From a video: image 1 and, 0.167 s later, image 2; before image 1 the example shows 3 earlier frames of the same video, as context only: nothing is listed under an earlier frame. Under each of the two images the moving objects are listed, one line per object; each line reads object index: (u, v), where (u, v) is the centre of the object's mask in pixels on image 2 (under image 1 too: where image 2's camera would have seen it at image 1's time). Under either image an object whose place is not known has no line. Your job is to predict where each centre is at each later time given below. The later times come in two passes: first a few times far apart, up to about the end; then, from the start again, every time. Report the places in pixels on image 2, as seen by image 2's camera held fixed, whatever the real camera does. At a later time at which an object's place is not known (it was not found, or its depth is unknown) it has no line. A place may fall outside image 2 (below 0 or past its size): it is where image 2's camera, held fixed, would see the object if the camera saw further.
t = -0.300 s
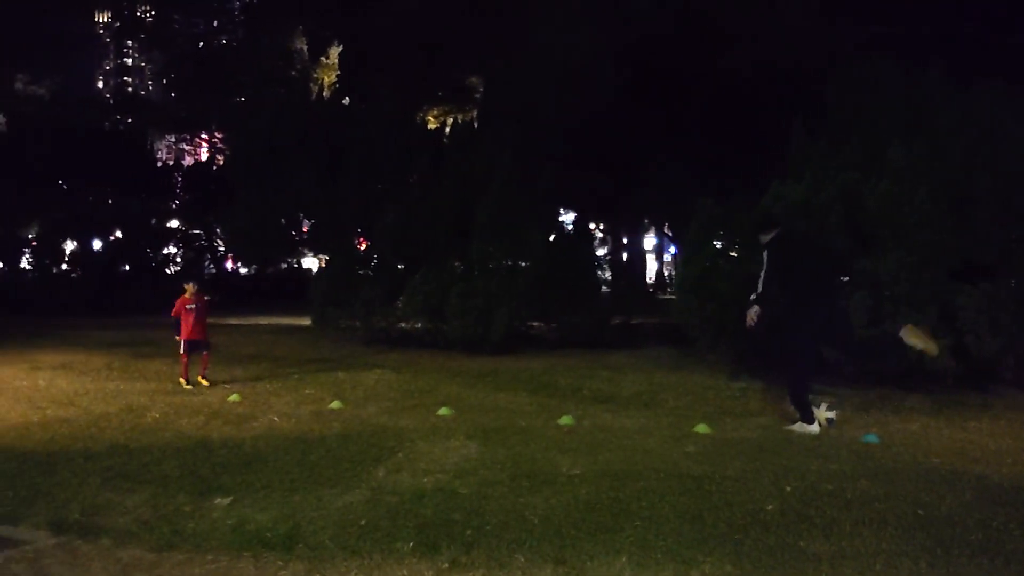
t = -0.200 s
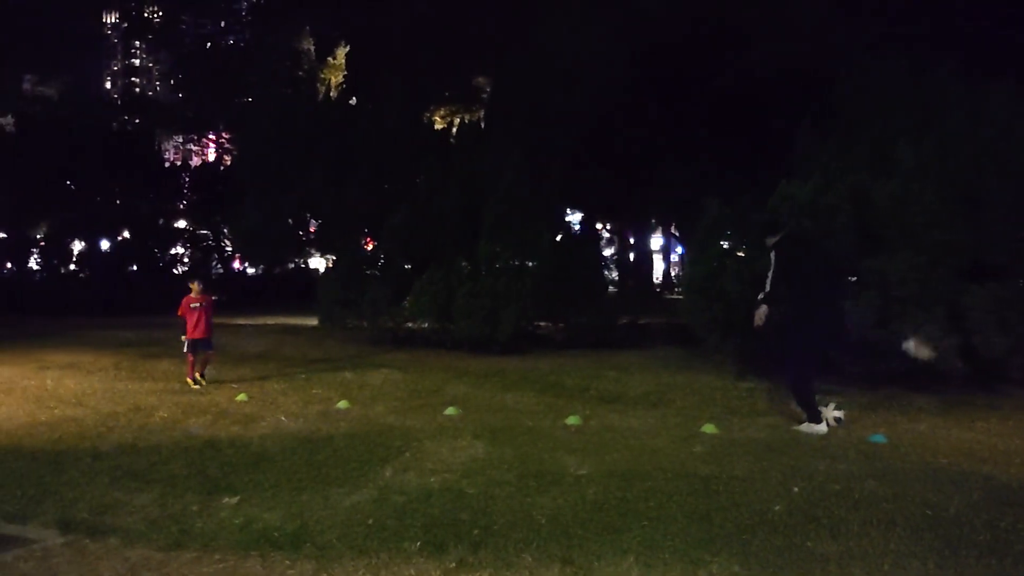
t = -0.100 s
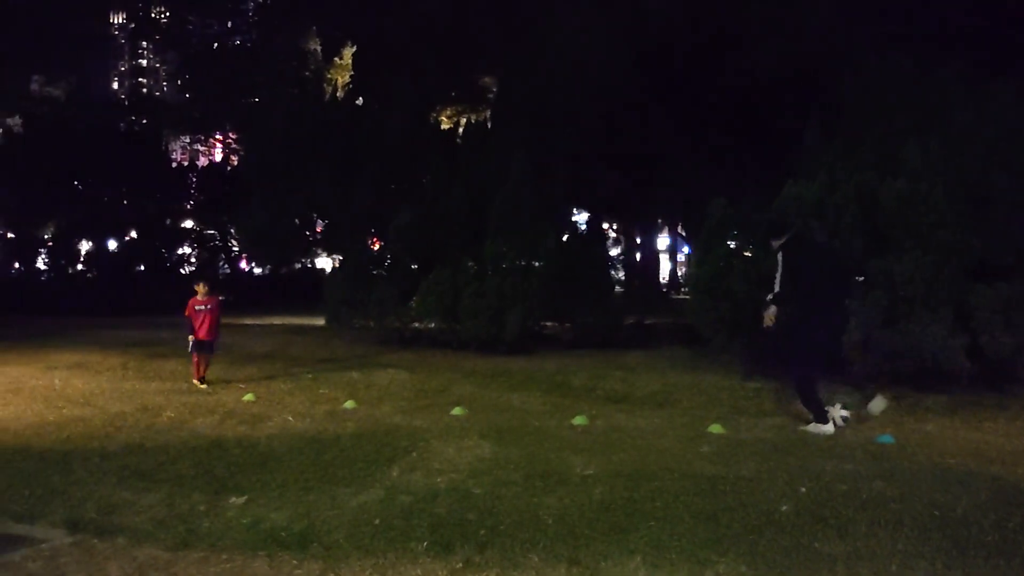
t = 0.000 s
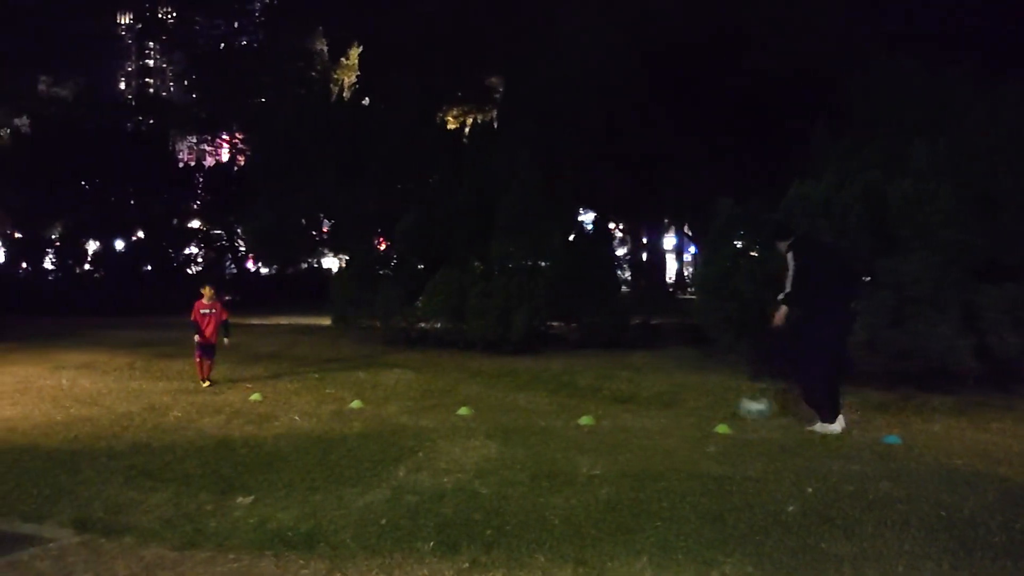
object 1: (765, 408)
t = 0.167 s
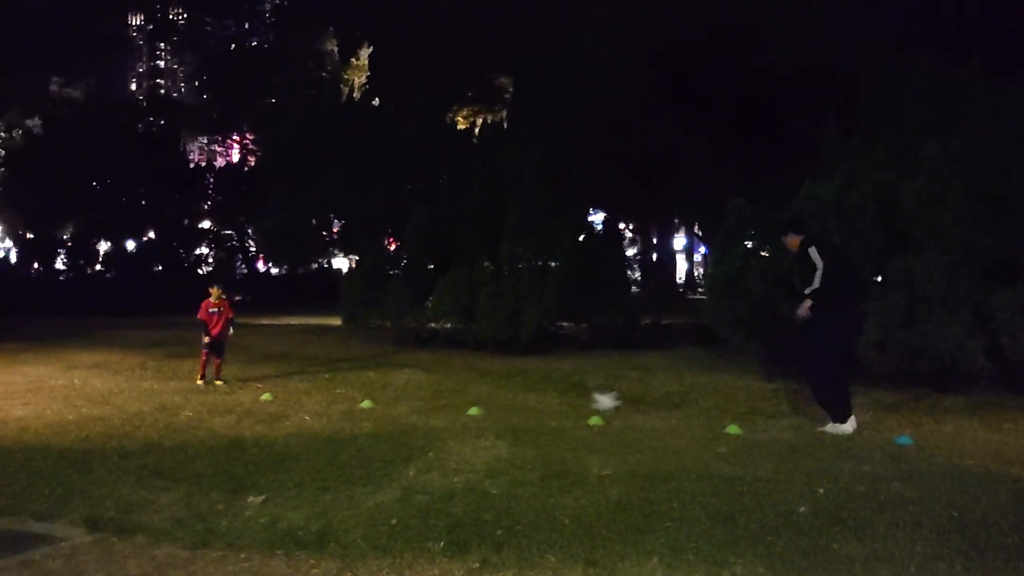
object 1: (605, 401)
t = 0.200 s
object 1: (577, 402)
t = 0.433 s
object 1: (418, 394)
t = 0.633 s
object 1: (319, 387)
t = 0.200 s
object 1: (577, 402)
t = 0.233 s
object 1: (551, 400)
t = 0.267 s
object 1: (526, 398)
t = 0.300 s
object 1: (502, 397)
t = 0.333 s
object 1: (478, 397)
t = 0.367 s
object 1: (458, 397)
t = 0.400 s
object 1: (437, 395)
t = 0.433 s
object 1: (418, 394)
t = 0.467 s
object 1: (398, 394)
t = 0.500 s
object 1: (382, 392)
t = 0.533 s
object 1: (365, 390)
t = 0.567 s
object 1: (349, 390)
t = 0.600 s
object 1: (334, 390)
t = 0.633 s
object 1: (319, 387)
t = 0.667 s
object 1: (307, 388)
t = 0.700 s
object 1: (292, 388)
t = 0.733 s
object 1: (280, 387)
